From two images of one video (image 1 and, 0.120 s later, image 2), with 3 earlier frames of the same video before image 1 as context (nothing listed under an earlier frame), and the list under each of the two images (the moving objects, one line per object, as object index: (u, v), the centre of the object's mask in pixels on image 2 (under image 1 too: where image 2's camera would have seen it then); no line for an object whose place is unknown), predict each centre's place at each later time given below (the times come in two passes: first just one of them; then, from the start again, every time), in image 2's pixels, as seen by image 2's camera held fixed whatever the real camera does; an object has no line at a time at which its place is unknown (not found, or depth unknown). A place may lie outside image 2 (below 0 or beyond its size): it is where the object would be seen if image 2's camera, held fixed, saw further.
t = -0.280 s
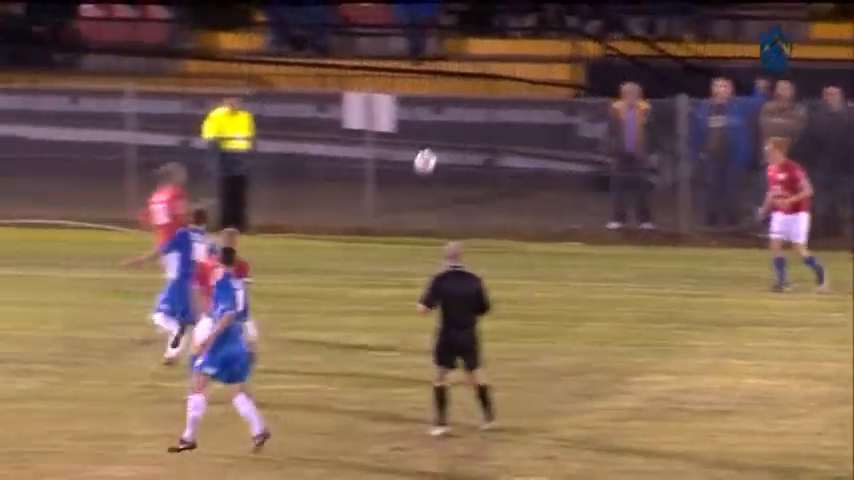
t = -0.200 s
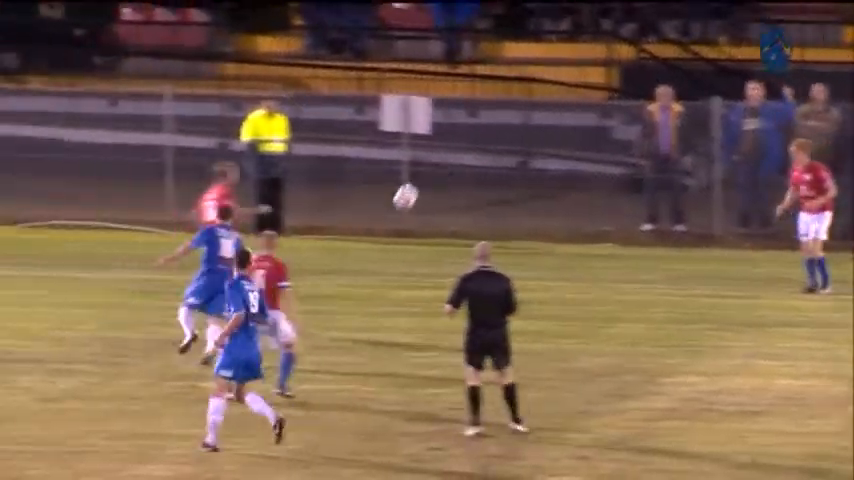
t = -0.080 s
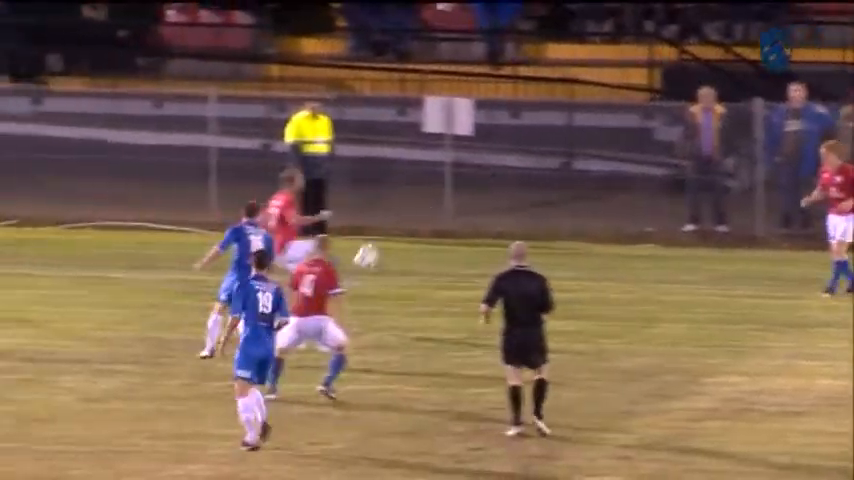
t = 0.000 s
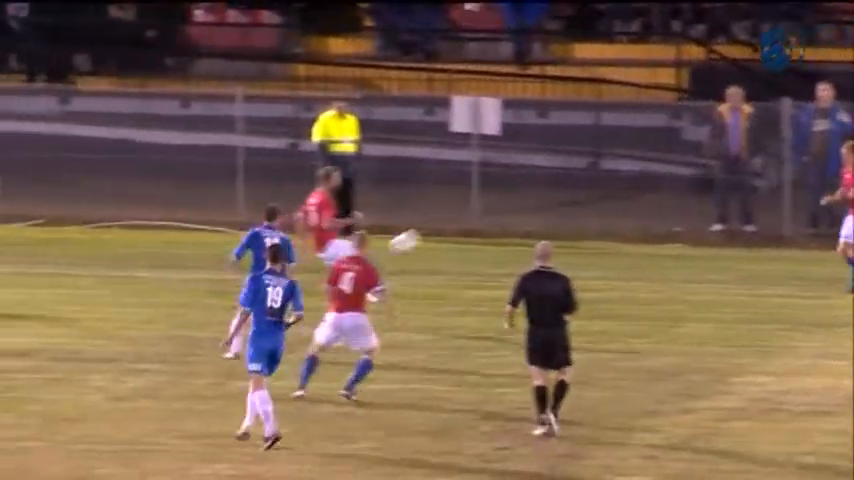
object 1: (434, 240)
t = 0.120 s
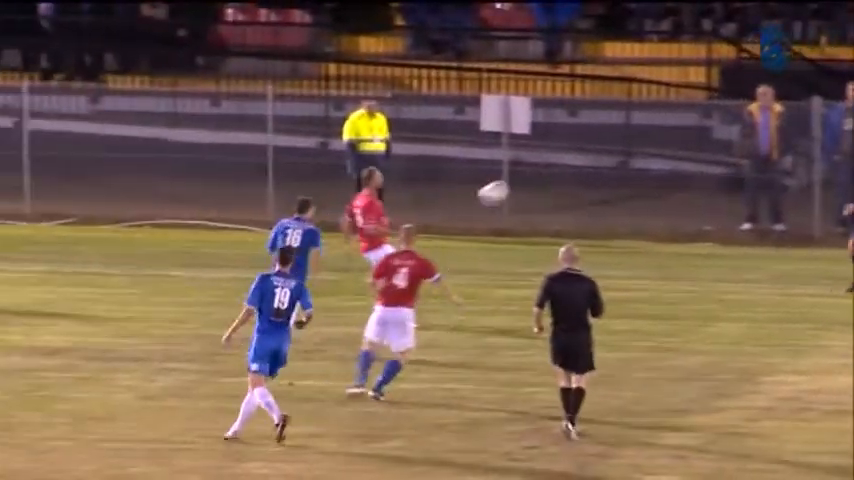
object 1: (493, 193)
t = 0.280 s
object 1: (571, 146)
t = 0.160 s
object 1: (513, 179)
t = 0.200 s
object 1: (532, 167)
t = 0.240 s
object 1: (552, 155)
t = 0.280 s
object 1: (571, 146)
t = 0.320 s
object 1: (590, 139)
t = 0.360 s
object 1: (609, 132)
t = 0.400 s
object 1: (628, 127)
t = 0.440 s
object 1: (647, 123)
